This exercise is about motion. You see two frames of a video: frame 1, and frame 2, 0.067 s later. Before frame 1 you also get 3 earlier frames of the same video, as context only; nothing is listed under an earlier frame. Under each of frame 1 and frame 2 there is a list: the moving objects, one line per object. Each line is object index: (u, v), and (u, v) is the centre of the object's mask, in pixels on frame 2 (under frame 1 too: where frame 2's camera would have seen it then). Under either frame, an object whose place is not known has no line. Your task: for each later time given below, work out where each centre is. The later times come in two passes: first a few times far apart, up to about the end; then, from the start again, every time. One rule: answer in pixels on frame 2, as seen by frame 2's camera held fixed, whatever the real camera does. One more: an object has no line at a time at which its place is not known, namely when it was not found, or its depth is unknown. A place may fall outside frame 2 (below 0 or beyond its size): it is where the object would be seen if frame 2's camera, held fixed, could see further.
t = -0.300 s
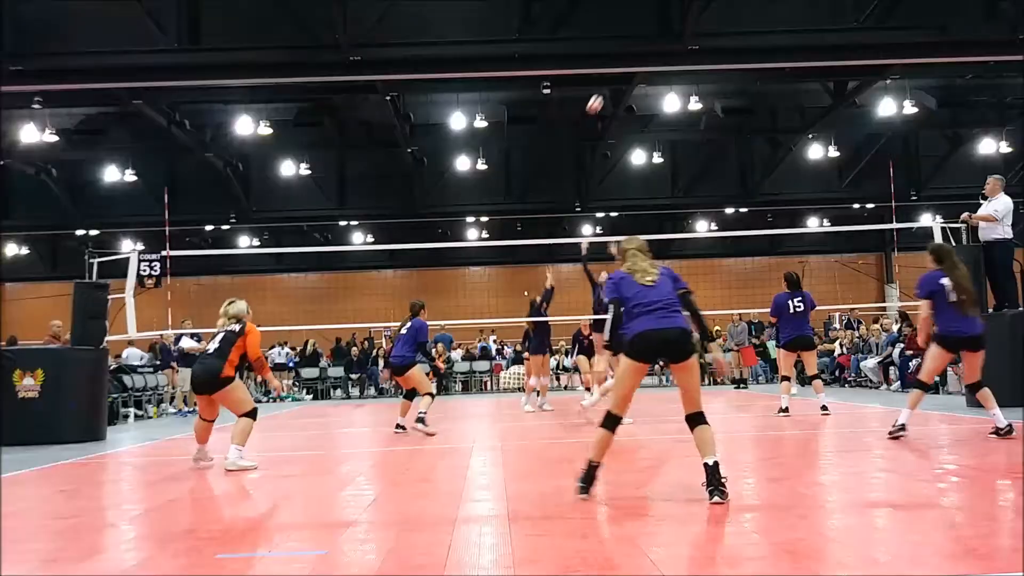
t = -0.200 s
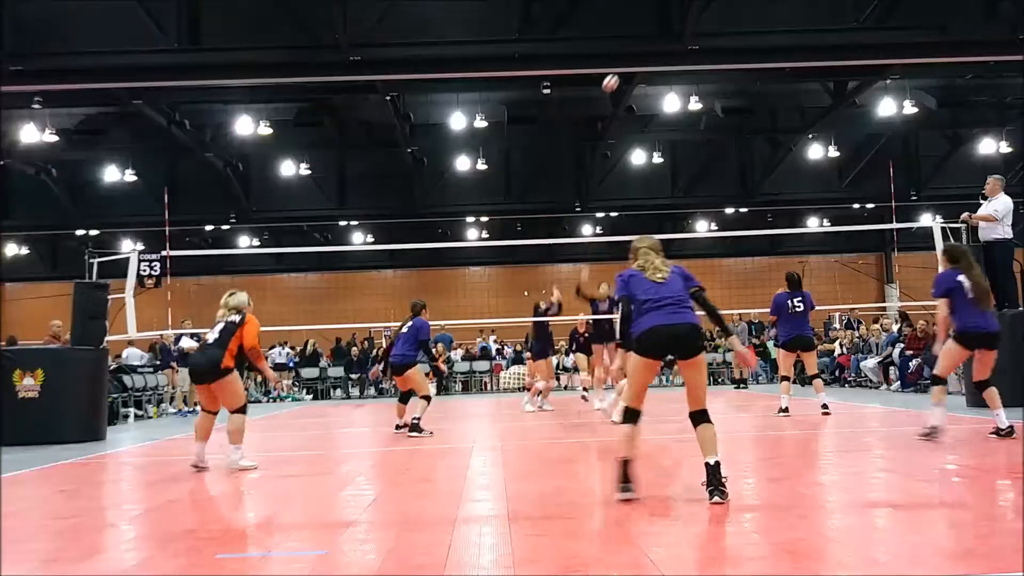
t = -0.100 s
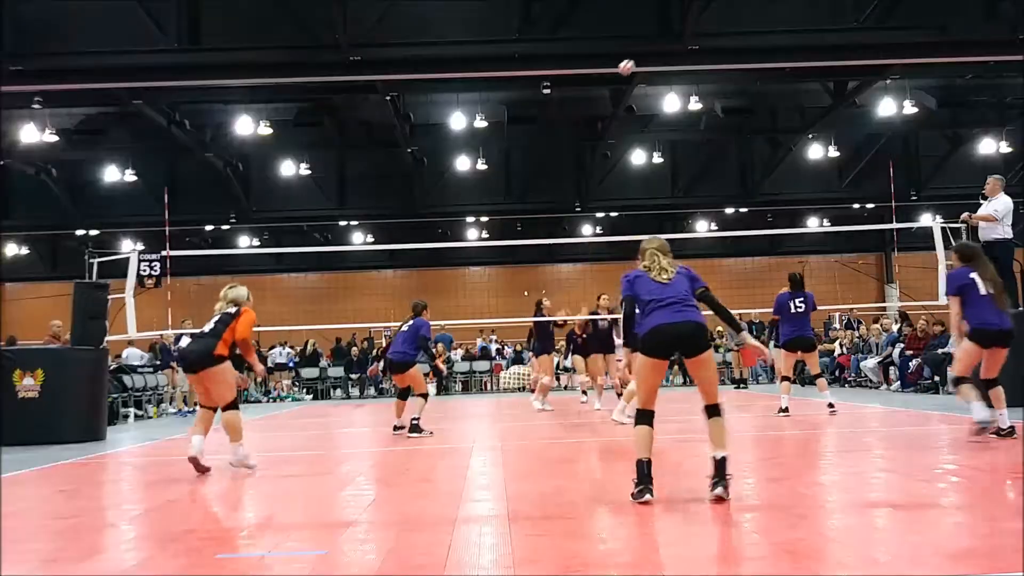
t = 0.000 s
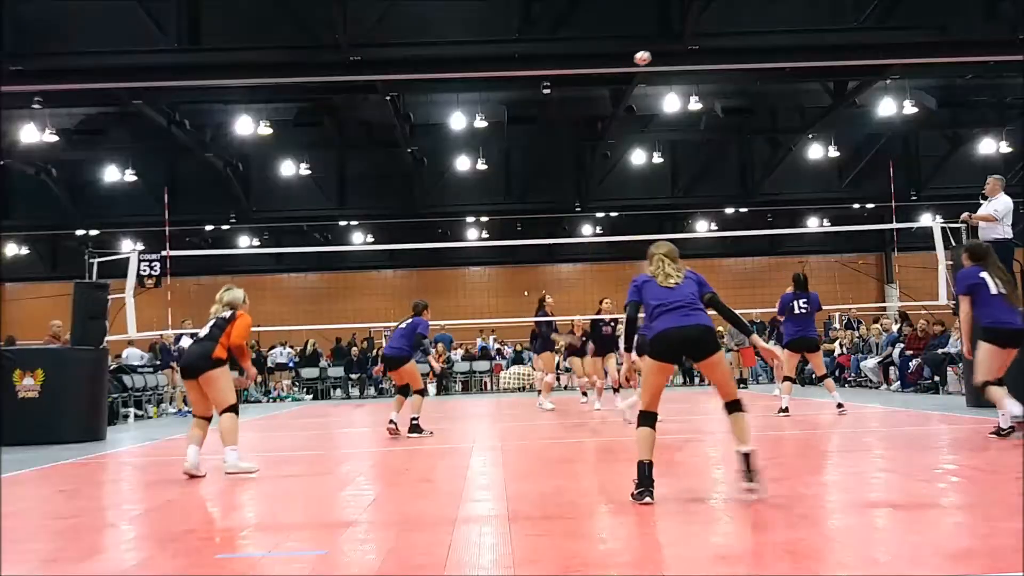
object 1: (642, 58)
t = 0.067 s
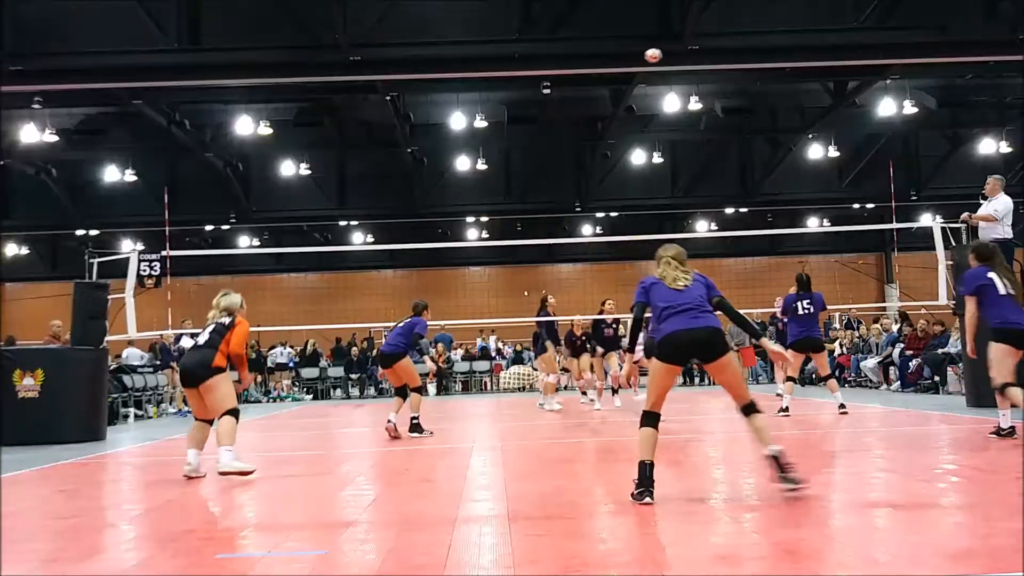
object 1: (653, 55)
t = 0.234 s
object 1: (680, 60)
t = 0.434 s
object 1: (715, 91)
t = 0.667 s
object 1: (755, 158)
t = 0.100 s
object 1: (658, 55)
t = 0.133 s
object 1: (664, 55)
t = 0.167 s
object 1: (669, 57)
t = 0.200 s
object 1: (675, 58)
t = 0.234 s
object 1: (680, 60)
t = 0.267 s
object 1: (686, 64)
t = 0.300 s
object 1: (691, 68)
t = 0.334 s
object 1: (698, 73)
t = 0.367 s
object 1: (703, 78)
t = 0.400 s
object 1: (709, 84)
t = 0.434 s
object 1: (715, 91)
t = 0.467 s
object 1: (720, 99)
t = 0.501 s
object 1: (726, 107)
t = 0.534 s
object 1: (731, 116)
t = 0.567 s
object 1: (737, 126)
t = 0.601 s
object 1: (743, 136)
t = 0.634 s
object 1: (749, 147)
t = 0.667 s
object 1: (755, 158)
